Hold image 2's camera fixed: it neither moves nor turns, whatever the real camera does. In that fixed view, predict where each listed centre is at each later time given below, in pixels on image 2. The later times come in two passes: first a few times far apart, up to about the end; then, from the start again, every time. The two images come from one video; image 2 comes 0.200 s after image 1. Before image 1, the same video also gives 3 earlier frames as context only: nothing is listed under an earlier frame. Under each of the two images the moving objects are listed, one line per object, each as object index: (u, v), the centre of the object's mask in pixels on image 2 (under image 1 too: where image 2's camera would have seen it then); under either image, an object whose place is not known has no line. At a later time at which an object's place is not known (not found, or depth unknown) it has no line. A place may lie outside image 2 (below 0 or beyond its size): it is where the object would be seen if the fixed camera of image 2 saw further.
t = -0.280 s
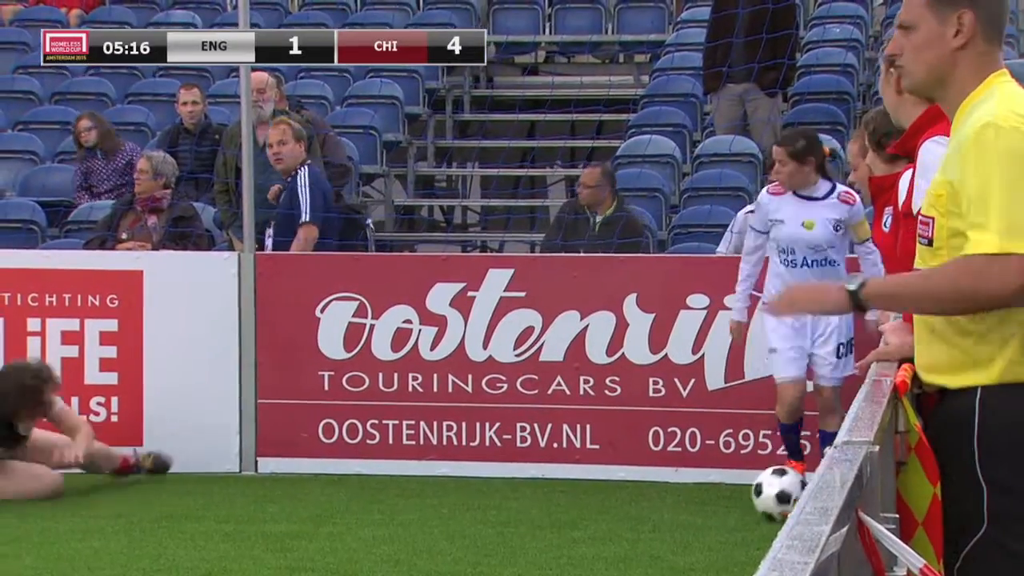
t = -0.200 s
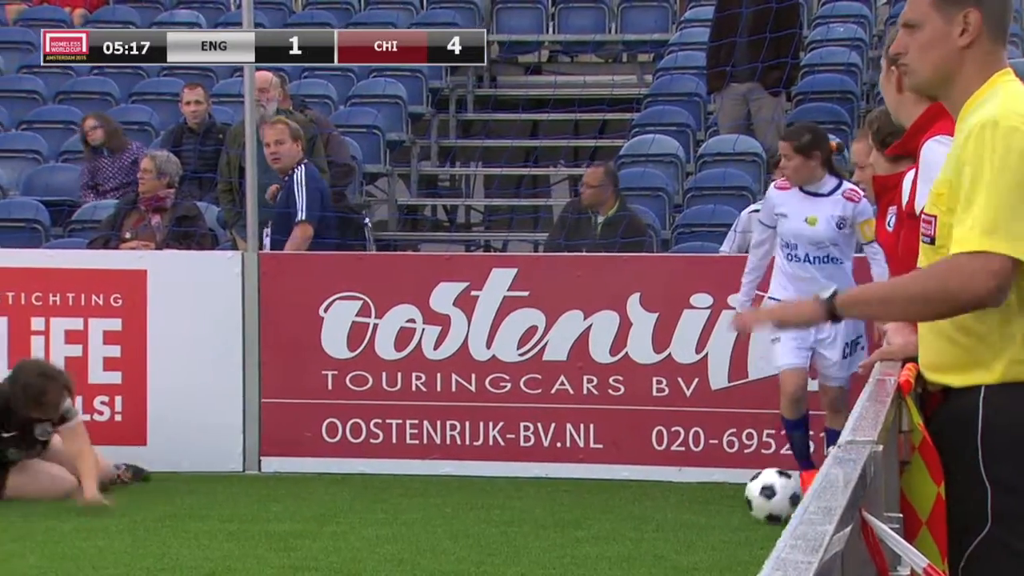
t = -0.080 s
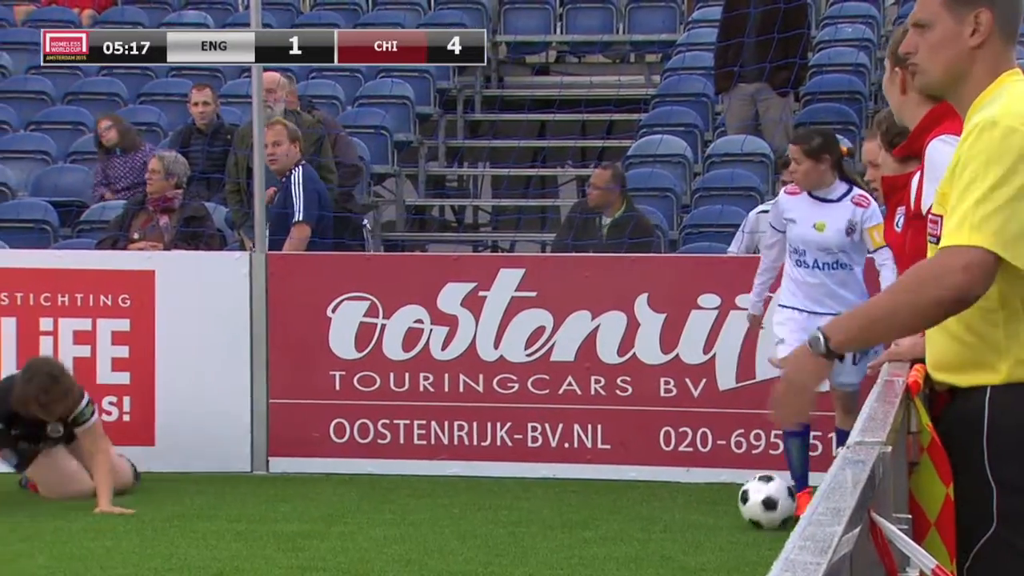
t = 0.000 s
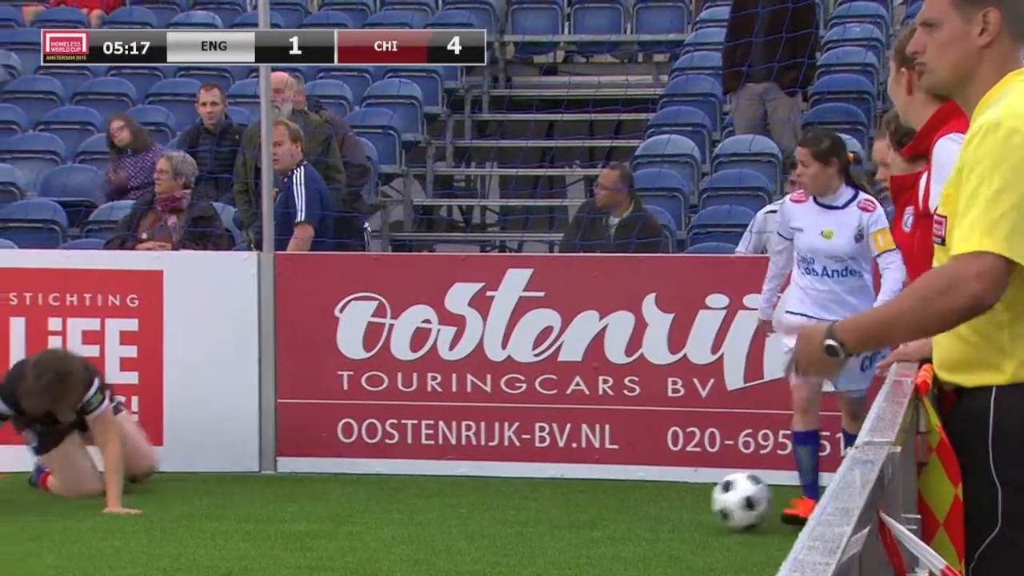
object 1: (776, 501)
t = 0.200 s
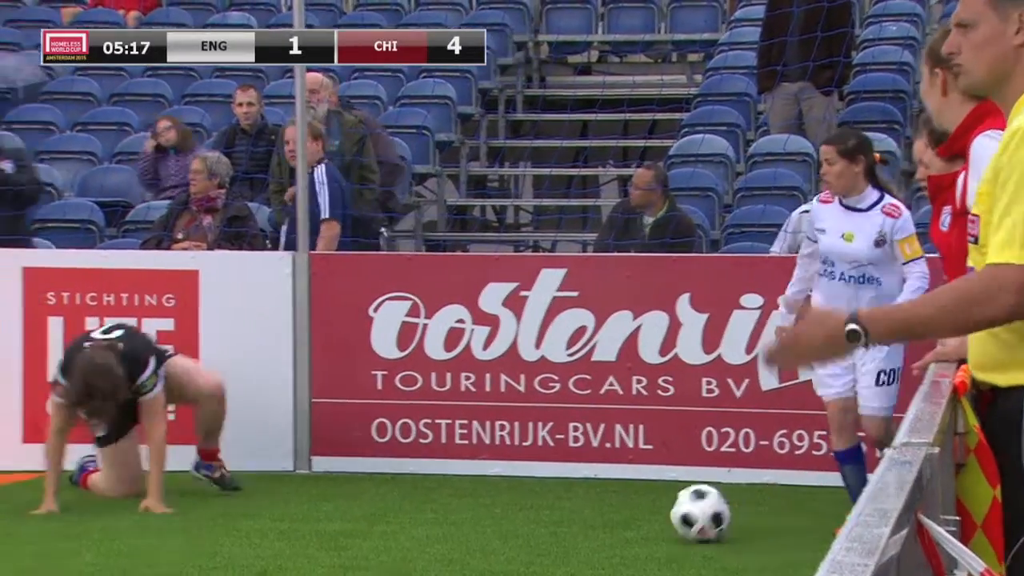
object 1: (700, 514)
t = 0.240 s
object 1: (688, 515)
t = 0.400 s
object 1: (647, 519)
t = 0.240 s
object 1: (688, 515)
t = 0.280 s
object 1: (677, 516)
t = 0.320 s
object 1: (667, 516)
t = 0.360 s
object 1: (657, 517)
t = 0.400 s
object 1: (647, 519)
